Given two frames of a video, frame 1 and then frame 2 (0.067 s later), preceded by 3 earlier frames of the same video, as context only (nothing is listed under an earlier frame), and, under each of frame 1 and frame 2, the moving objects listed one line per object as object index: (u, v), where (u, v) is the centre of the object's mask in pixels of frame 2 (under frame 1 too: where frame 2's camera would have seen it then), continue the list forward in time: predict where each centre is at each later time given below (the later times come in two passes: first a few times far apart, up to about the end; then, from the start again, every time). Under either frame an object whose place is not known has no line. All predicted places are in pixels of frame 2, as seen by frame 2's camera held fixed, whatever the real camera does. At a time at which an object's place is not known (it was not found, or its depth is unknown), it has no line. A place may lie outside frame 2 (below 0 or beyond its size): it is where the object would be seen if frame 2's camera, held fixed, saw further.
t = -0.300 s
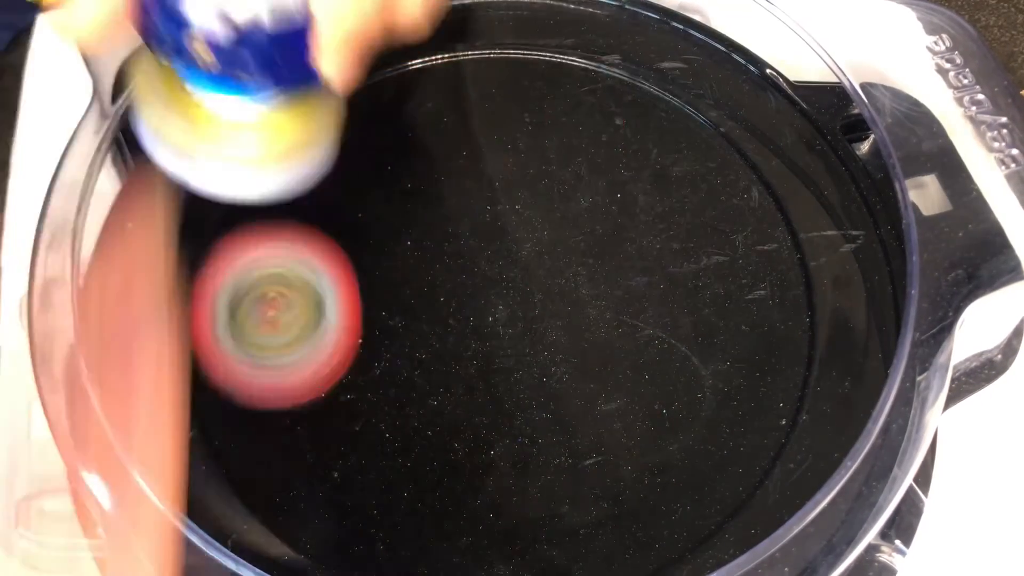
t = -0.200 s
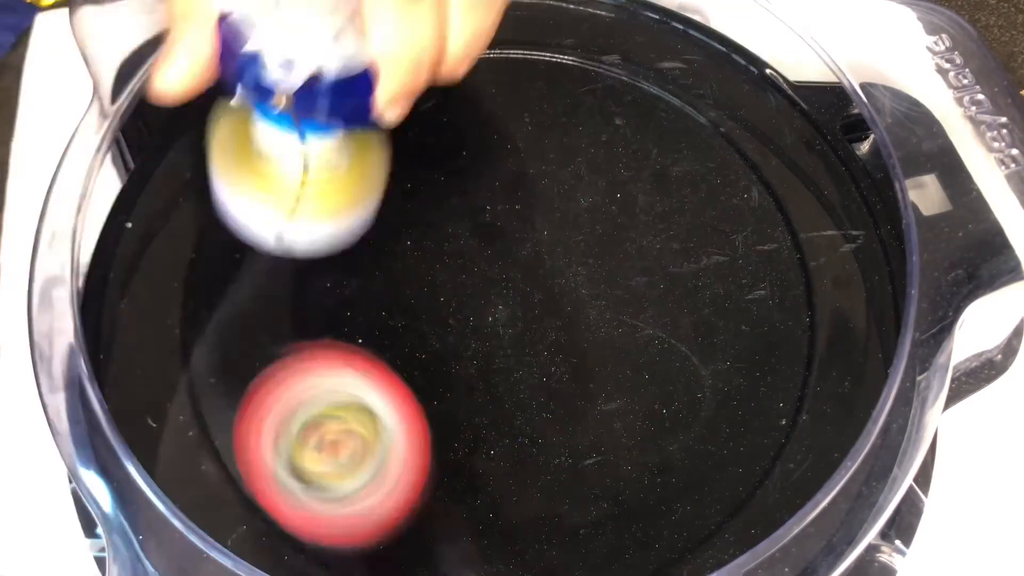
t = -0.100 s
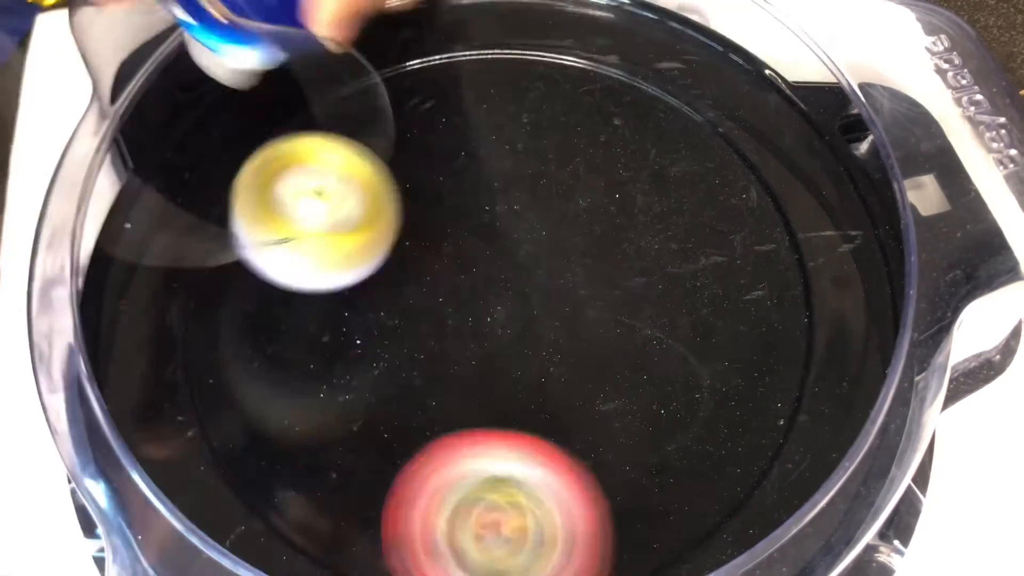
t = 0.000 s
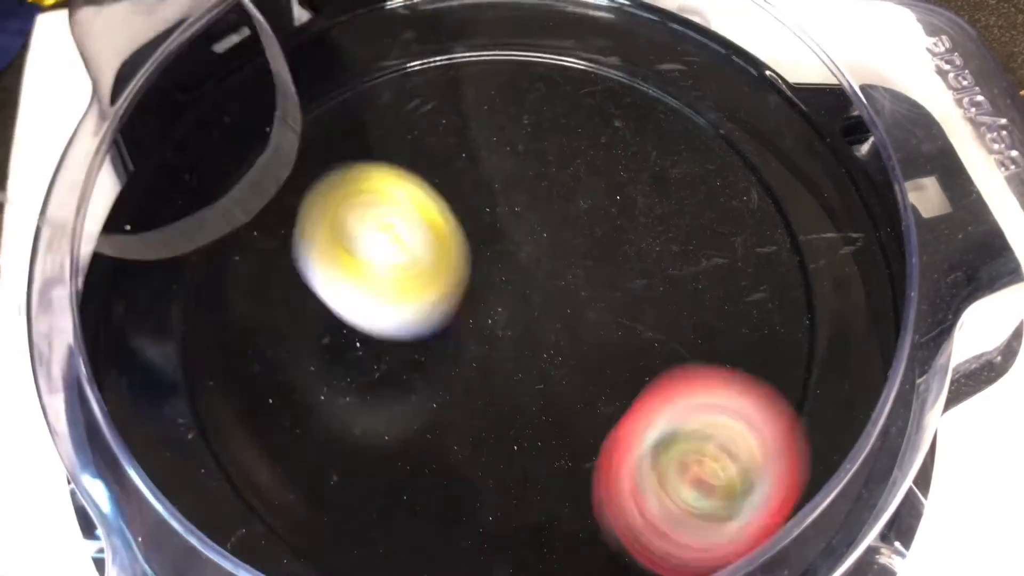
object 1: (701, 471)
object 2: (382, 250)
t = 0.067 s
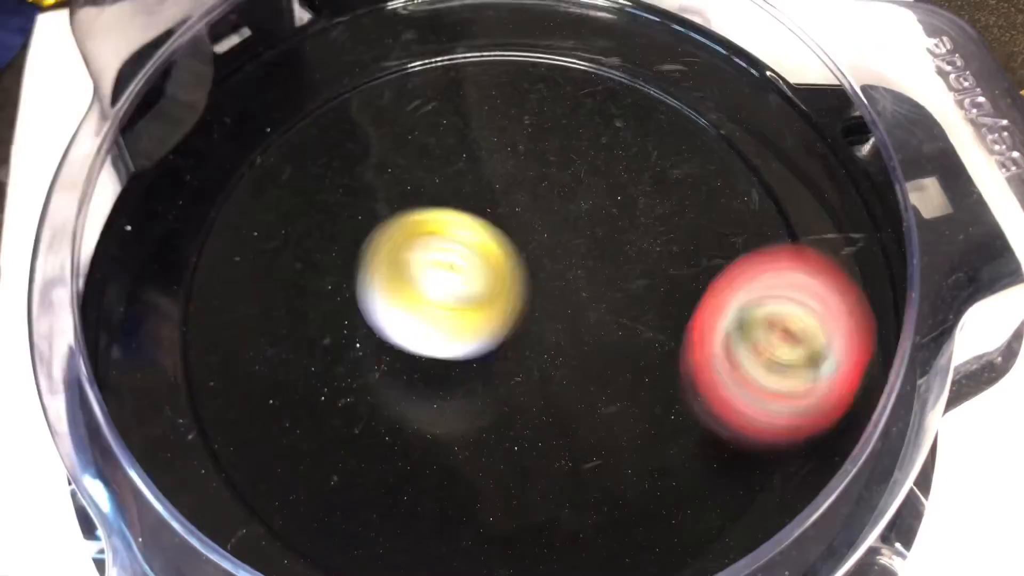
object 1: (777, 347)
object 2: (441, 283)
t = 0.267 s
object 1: (652, 95)
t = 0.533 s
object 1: (154, 305)
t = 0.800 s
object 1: (536, 545)
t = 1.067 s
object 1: (628, 188)
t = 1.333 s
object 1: (391, 47)
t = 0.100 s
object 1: (798, 275)
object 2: (472, 294)
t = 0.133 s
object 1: (803, 199)
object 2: (504, 297)
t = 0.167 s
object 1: (792, 140)
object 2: (534, 300)
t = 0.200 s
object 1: (772, 81)
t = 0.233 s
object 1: (709, 89)
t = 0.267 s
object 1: (652, 95)
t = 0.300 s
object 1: (587, 103)
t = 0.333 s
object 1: (515, 116)
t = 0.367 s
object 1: (442, 133)
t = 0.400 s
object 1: (368, 154)
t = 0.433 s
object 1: (296, 180)
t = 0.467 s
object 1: (230, 211)
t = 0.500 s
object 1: (183, 253)
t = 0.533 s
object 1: (154, 305)
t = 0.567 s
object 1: (150, 364)
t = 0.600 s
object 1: (176, 426)
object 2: (520, 199)
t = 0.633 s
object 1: (219, 485)
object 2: (490, 190)
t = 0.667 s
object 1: (270, 518)
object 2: (460, 183)
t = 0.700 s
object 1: (343, 539)
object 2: (431, 178)
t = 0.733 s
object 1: (412, 560)
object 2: (402, 176)
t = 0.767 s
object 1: (505, 569)
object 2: (375, 177)
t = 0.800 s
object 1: (536, 545)
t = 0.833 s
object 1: (566, 526)
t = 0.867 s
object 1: (592, 501)
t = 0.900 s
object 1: (613, 457)
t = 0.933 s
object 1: (626, 401)
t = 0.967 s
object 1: (635, 346)
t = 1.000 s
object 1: (636, 291)
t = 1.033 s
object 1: (636, 237)
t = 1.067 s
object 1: (628, 188)
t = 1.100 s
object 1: (614, 146)
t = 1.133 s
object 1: (596, 103)
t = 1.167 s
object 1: (573, 72)
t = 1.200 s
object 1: (548, 54)
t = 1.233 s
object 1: (516, 43)
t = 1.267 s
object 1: (476, 40)
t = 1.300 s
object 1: (436, 41)
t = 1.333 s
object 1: (391, 47)
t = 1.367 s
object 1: (350, 60)
